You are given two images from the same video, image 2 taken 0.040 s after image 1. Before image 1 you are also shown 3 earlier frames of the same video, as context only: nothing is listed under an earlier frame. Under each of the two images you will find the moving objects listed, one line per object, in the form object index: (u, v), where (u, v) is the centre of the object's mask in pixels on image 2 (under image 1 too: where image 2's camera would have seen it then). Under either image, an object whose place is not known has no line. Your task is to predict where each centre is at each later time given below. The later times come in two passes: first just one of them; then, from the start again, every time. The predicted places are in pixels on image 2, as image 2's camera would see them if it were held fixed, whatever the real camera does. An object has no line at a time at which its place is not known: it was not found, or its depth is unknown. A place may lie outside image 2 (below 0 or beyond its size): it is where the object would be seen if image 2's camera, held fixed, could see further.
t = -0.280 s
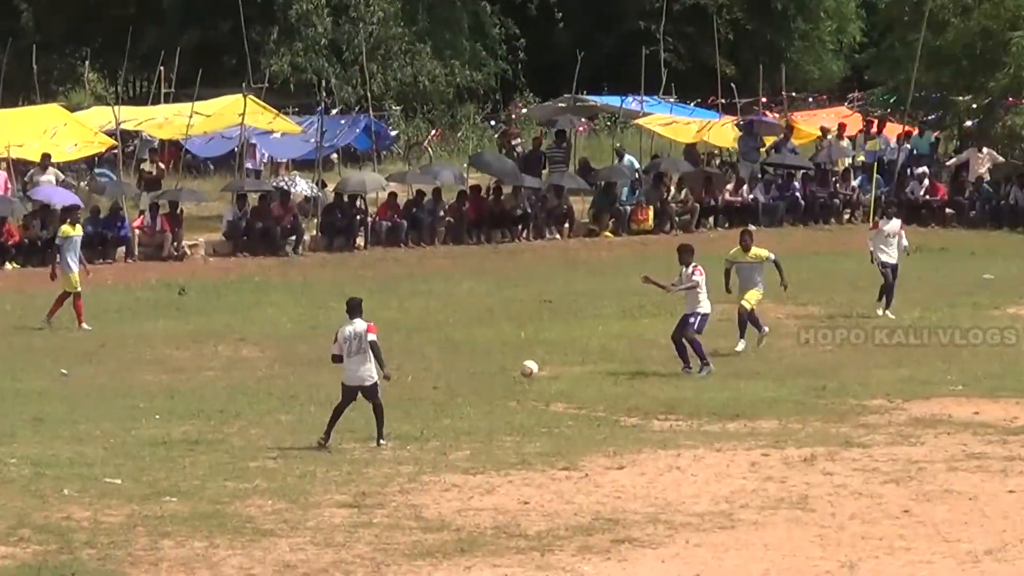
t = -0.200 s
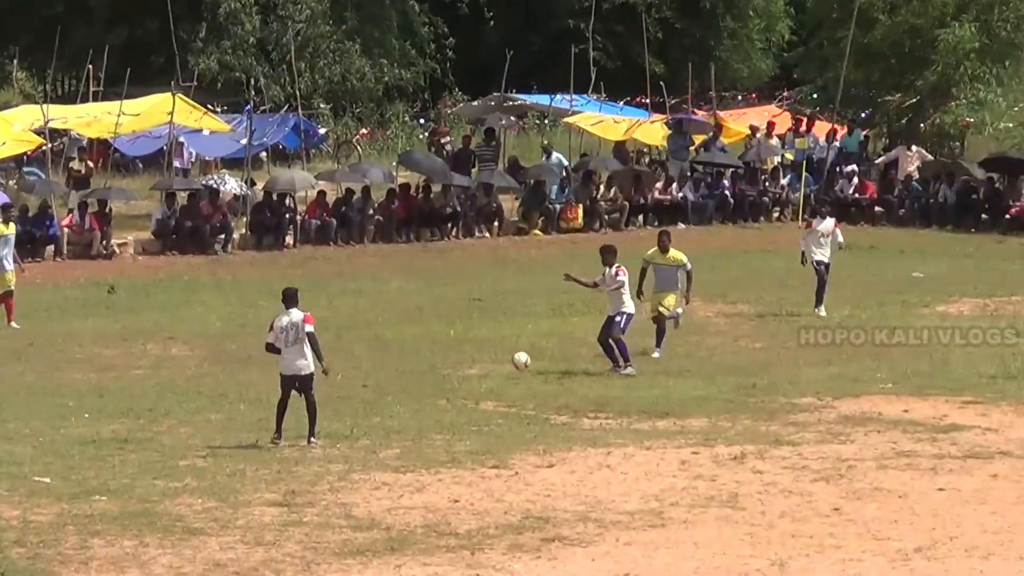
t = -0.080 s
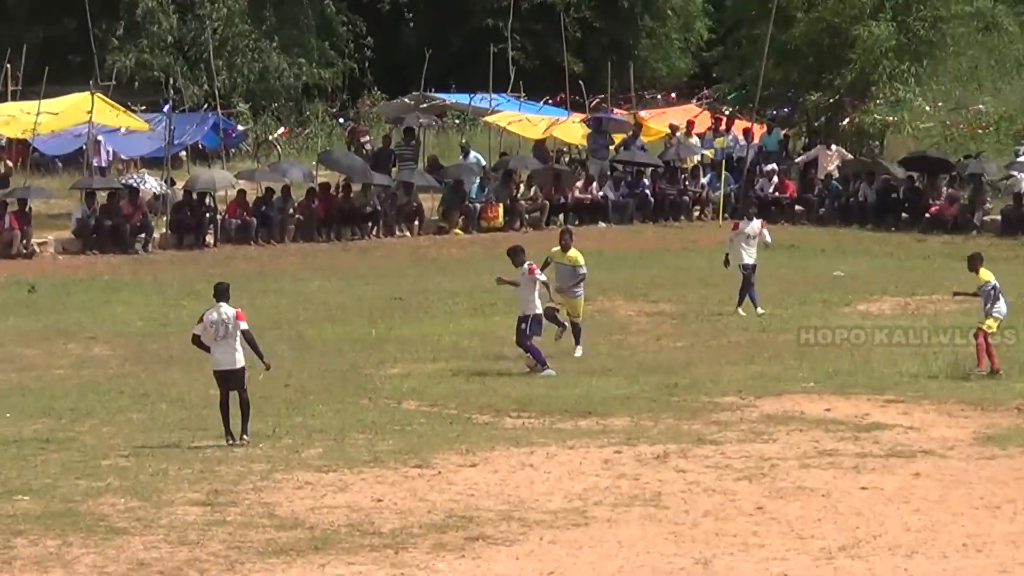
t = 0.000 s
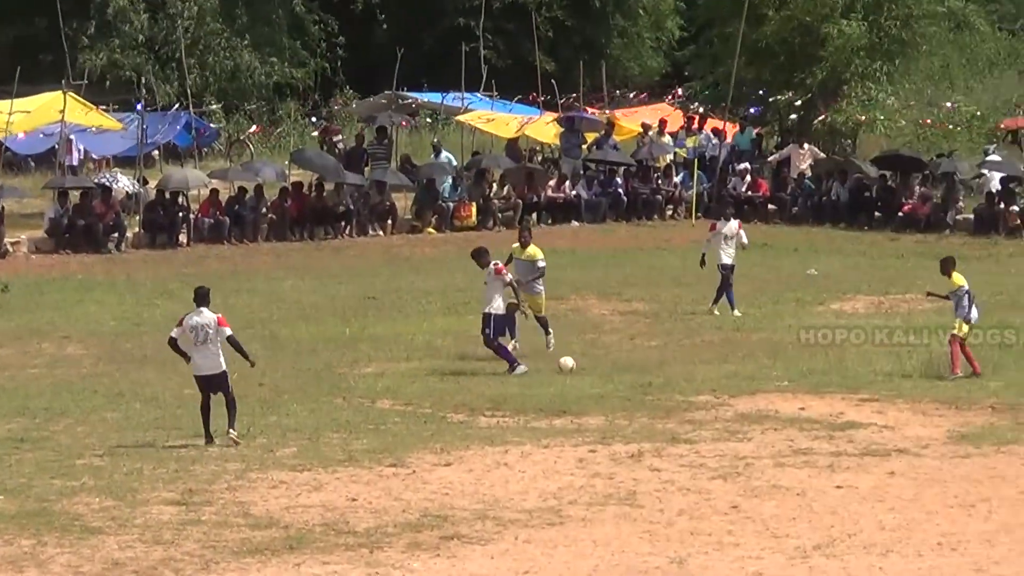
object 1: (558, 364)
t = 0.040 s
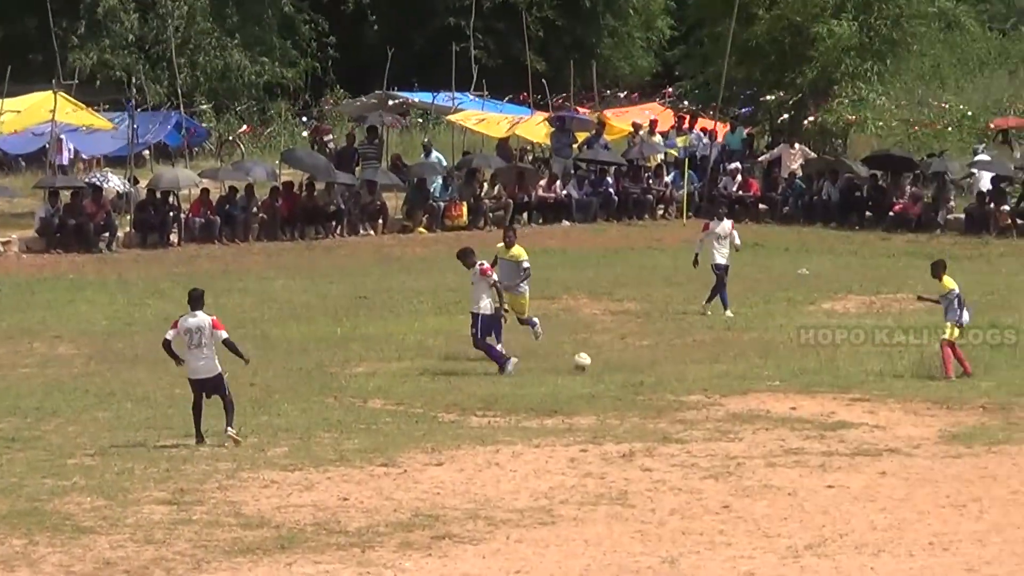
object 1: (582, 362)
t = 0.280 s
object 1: (713, 351)
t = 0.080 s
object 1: (605, 358)
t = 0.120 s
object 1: (629, 358)
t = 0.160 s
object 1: (652, 359)
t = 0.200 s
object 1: (675, 361)
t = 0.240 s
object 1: (695, 356)
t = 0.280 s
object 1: (713, 351)
